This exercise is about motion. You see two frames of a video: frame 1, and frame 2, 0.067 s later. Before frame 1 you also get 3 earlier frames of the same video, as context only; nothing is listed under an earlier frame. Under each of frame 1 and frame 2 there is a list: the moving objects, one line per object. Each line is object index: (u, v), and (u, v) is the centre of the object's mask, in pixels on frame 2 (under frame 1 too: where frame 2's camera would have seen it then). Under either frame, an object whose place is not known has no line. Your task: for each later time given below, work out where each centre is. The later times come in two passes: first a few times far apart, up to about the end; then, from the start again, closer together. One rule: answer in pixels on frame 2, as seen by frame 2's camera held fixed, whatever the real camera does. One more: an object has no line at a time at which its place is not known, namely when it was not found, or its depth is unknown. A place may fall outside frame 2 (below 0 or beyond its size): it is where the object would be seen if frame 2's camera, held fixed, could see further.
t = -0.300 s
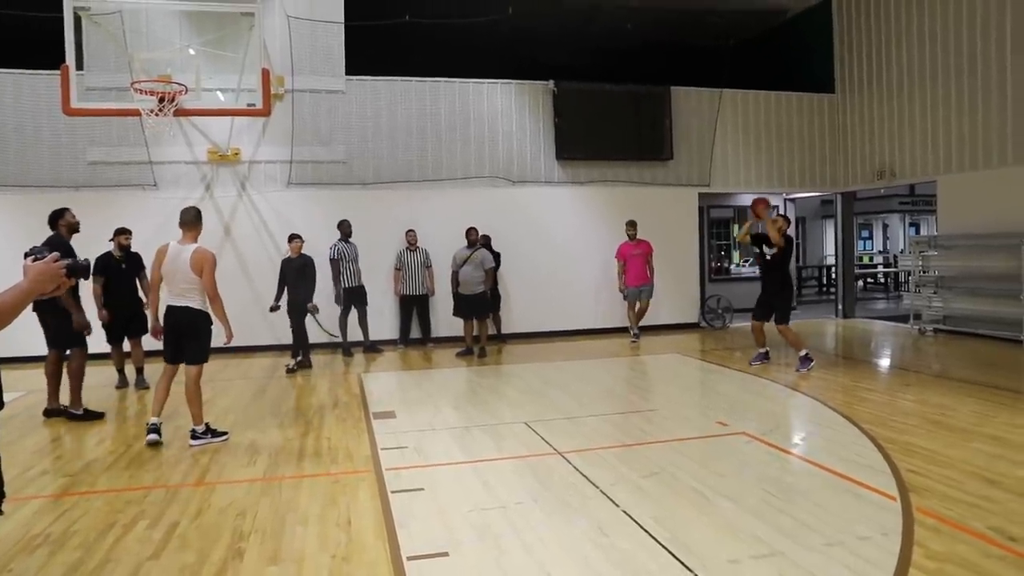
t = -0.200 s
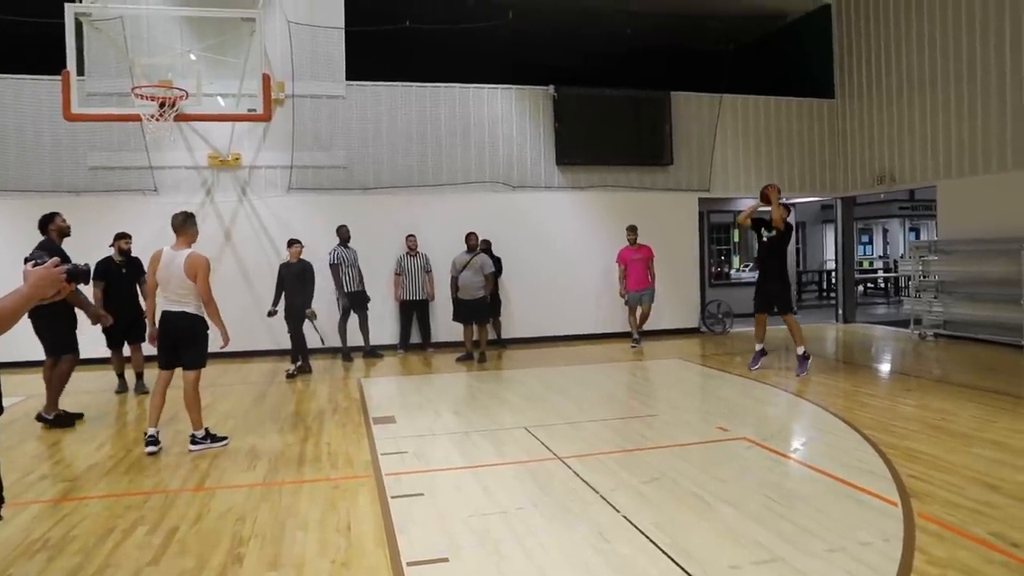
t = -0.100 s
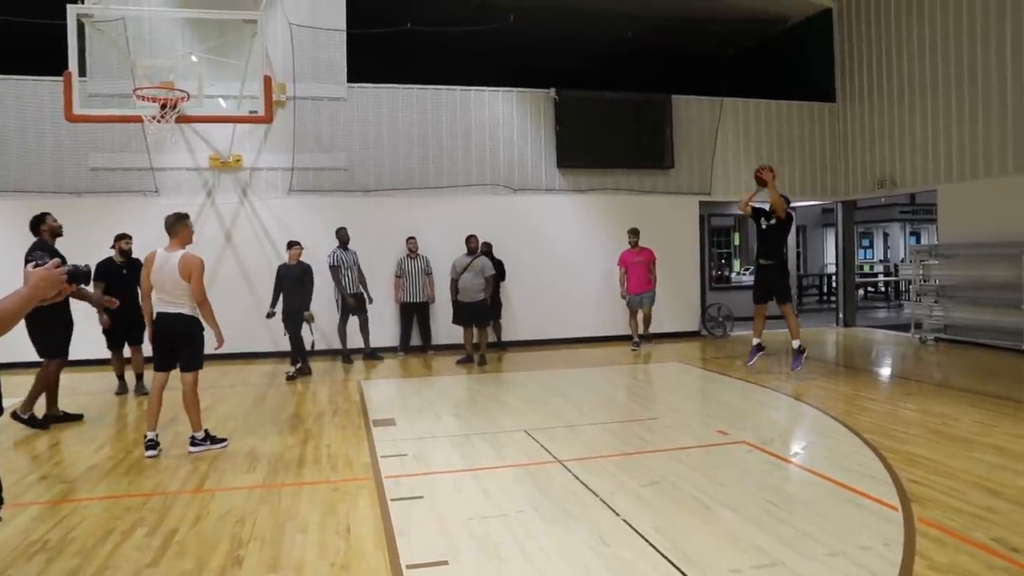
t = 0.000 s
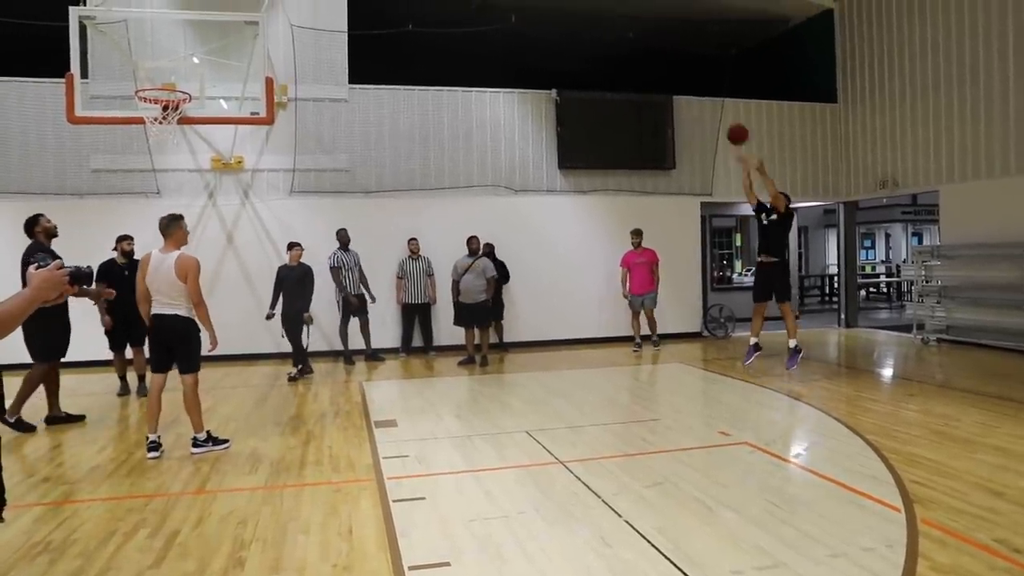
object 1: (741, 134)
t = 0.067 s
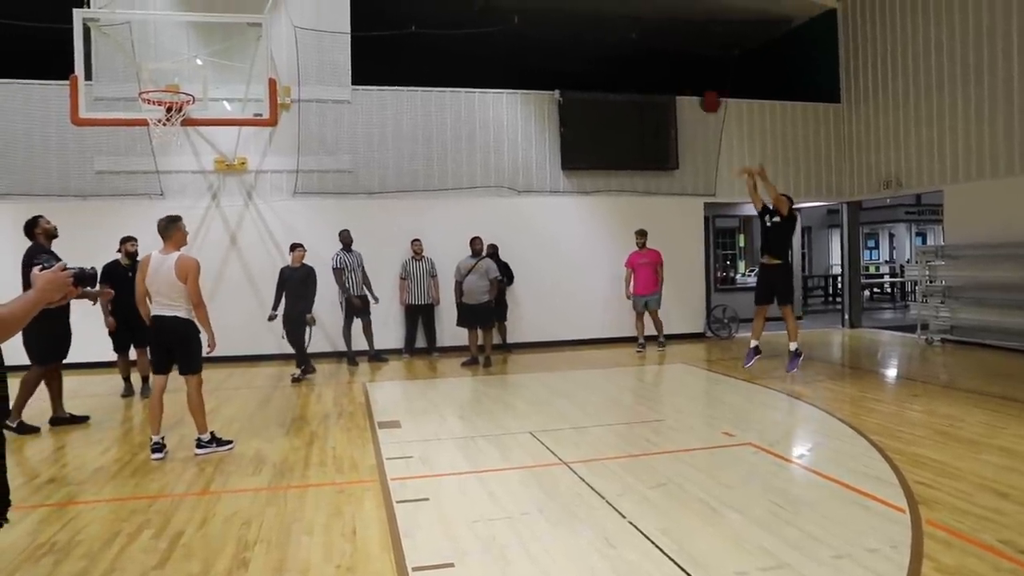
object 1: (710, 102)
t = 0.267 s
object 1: (614, 25)
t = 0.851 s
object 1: (298, 1)
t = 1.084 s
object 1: (157, 78)
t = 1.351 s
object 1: (229, 55)
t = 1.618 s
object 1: (298, 72)
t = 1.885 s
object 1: (375, 170)
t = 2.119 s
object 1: (452, 334)
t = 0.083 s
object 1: (702, 94)
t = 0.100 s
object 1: (694, 86)
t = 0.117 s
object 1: (687, 81)
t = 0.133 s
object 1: (678, 73)
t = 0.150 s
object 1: (670, 66)
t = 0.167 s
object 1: (662, 60)
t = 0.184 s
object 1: (654, 54)
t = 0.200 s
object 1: (646, 47)
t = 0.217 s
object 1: (638, 41)
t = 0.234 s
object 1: (630, 35)
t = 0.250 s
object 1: (622, 30)
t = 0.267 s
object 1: (614, 25)
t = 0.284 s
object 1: (605, 19)
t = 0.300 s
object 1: (596, 13)
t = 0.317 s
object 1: (587, 7)
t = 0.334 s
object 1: (578, 5)
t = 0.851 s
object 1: (298, 1)
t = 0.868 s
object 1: (288, 2)
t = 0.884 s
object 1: (278, 4)
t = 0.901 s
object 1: (268, 7)
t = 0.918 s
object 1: (258, 10)
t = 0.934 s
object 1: (248, 16)
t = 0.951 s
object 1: (238, 22)
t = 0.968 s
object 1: (228, 28)
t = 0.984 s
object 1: (218, 34)
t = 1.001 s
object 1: (208, 40)
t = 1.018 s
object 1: (198, 47)
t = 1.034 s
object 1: (188, 55)
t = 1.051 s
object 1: (178, 62)
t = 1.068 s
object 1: (168, 70)
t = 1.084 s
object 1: (157, 78)
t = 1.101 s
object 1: (147, 85)
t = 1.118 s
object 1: (150, 84)
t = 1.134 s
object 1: (158, 81)
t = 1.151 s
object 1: (165, 79)
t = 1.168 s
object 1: (172, 77)
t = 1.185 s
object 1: (179, 74)
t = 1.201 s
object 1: (186, 72)
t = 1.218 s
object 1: (193, 70)
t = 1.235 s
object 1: (199, 68)
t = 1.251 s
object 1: (206, 67)
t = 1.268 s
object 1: (210, 65)
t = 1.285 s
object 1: (213, 63)
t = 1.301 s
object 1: (217, 60)
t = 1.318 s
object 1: (221, 58)
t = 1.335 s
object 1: (225, 57)
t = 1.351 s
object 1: (229, 55)
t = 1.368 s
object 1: (233, 54)
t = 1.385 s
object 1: (238, 54)
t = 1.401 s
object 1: (242, 53)
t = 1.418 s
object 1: (246, 52)
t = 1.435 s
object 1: (250, 53)
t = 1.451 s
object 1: (254, 53)
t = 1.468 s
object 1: (258, 53)
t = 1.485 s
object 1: (263, 54)
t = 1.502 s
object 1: (267, 56)
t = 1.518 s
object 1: (271, 57)
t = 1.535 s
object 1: (276, 59)
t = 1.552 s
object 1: (280, 61)
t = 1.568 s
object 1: (284, 63)
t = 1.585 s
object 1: (289, 66)
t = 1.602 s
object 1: (293, 69)
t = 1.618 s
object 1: (298, 72)
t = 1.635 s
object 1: (302, 75)
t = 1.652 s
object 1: (307, 79)
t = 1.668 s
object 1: (312, 84)
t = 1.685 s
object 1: (316, 88)
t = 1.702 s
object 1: (321, 93)
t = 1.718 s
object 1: (326, 98)
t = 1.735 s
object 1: (330, 104)
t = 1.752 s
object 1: (335, 110)
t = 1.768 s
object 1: (340, 116)
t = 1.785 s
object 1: (345, 123)
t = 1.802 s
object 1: (350, 130)
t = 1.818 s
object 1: (355, 137)
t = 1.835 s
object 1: (360, 145)
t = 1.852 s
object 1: (365, 153)
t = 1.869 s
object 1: (370, 161)
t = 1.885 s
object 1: (375, 170)
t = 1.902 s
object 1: (380, 179)
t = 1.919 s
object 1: (386, 188)
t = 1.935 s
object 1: (391, 198)
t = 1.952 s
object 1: (396, 209)
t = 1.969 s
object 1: (401, 219)
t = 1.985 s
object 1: (407, 231)
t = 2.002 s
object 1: (413, 242)
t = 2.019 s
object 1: (418, 254)
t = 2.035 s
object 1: (424, 266)
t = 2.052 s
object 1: (430, 279)
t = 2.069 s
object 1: (434, 292)
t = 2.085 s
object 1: (439, 306)
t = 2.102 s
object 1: (446, 319)
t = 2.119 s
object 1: (452, 334)
